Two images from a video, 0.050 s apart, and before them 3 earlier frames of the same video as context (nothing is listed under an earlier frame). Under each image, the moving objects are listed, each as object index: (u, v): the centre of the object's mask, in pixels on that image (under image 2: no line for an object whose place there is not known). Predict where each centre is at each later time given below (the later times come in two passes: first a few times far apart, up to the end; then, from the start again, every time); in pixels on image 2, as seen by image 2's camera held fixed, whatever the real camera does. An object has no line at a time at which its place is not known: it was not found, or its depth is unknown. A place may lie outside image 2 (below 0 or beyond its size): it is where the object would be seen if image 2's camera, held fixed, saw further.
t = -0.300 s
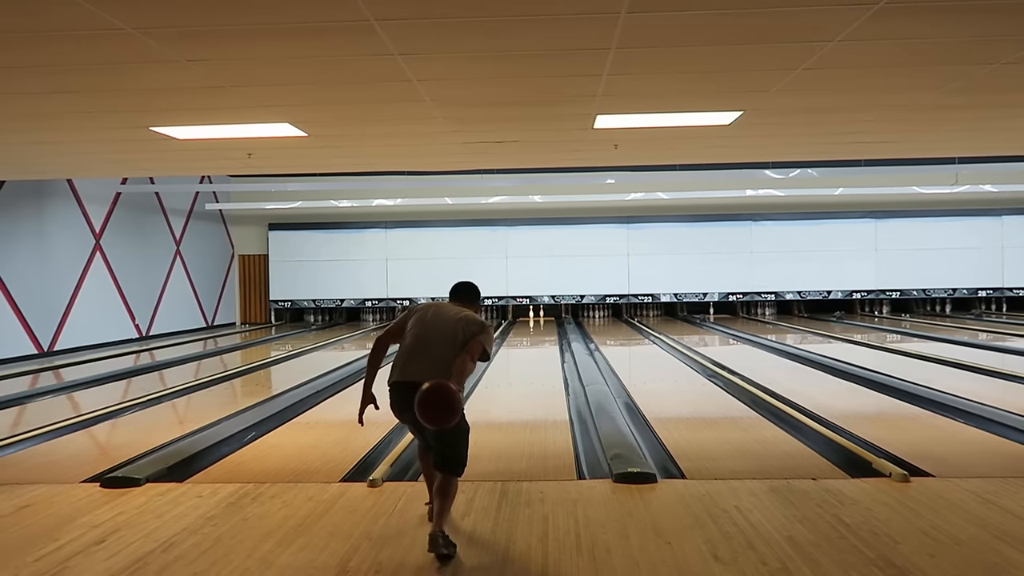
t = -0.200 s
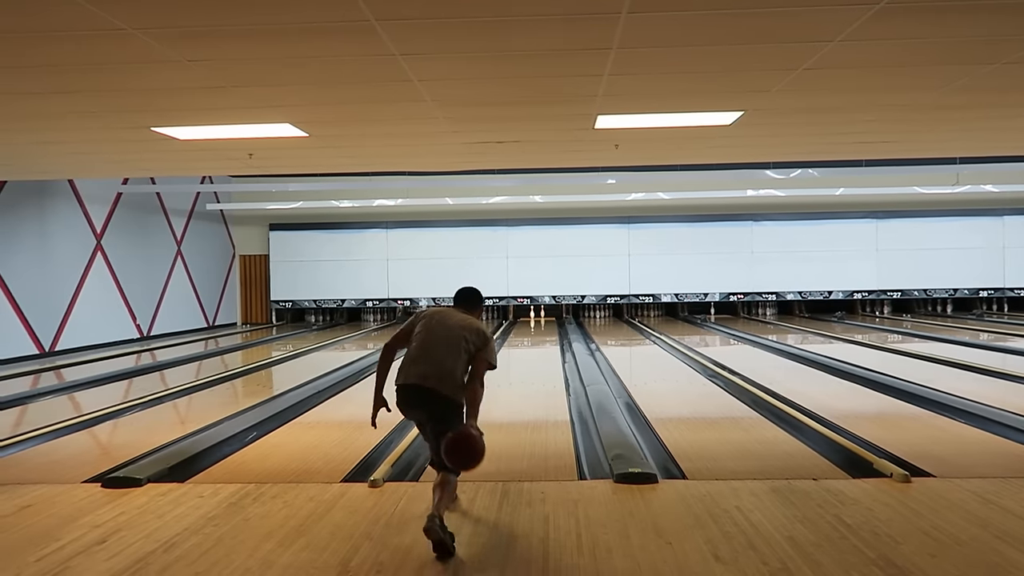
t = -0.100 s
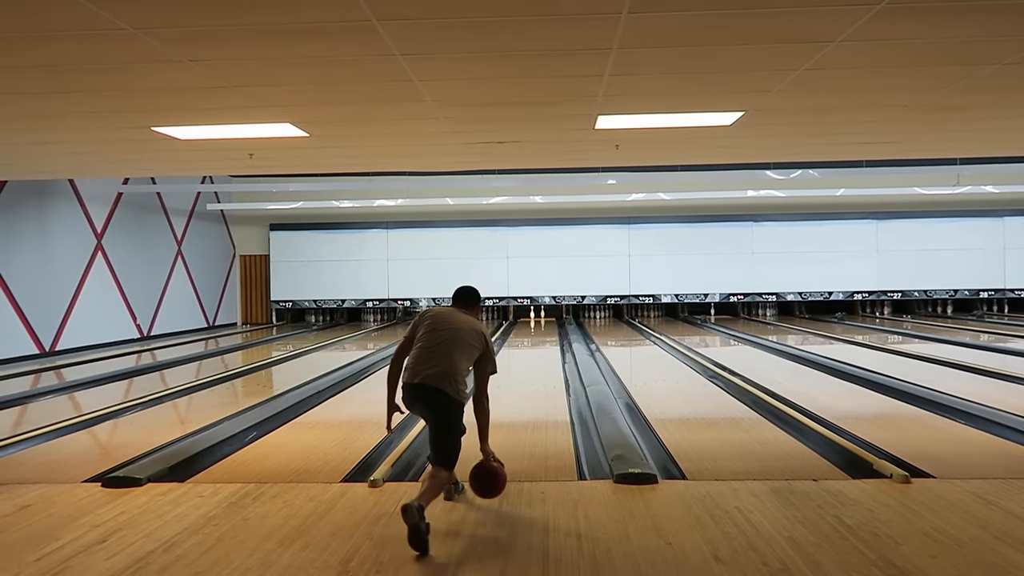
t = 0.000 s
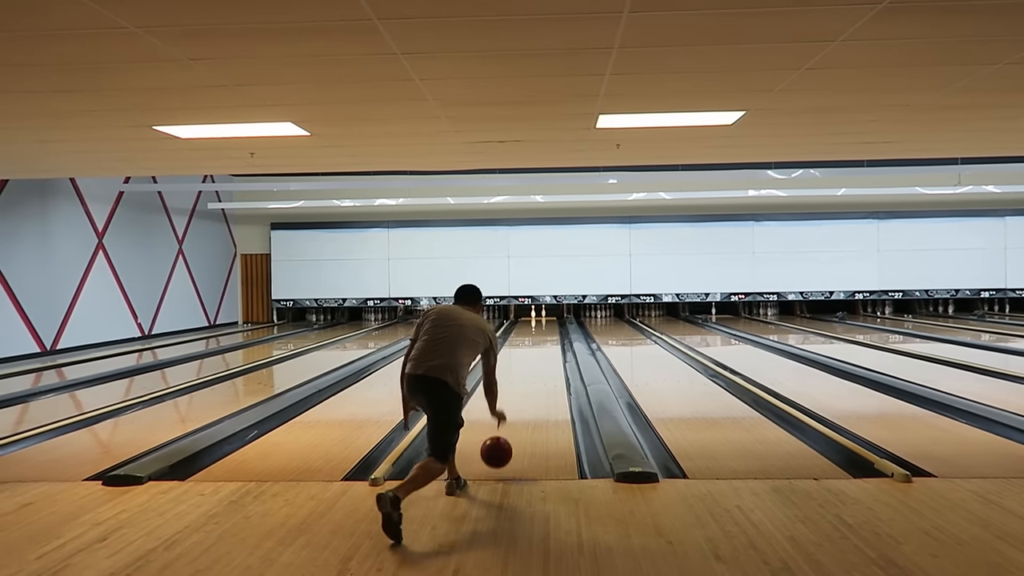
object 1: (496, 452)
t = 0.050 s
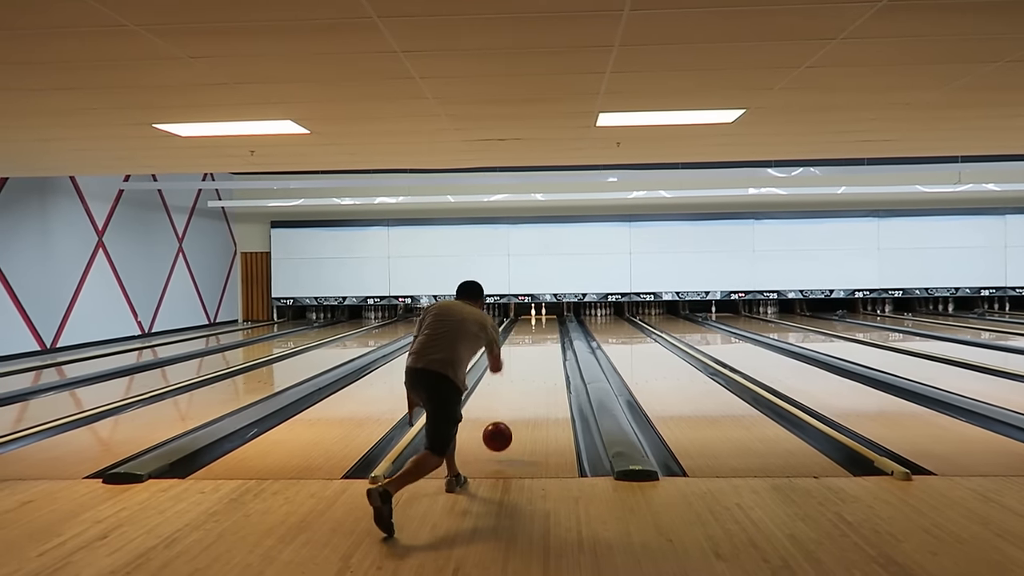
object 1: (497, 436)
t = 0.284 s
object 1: (500, 401)
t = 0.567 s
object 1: (502, 371)
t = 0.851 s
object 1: (503, 352)
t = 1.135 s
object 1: (503, 340)
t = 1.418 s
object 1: (502, 333)
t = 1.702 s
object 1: (506, 327)
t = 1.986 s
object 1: (512, 321)
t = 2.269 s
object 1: (517, 318)
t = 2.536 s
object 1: (522, 315)
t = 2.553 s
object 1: (522, 315)
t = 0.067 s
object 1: (497, 433)
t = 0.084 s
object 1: (497, 430)
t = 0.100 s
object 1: (498, 428)
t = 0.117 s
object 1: (498, 426)
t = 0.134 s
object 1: (498, 424)
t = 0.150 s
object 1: (498, 423)
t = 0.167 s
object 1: (499, 420)
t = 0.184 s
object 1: (499, 416)
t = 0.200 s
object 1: (499, 413)
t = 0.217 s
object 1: (499, 411)
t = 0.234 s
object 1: (499, 409)
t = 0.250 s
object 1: (500, 406)
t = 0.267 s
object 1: (500, 404)
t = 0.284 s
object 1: (500, 401)
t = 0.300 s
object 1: (500, 399)
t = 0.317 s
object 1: (500, 397)
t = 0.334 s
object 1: (500, 395)
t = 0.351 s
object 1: (501, 393)
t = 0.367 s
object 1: (501, 391)
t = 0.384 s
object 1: (501, 389)
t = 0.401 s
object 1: (501, 387)
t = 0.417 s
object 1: (501, 385)
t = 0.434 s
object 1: (501, 383)
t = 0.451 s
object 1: (501, 382)
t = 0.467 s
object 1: (501, 380)
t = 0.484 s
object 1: (501, 378)
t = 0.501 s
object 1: (501, 377)
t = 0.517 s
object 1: (501, 375)
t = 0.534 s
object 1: (501, 374)
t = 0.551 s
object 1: (502, 373)
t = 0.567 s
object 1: (502, 371)
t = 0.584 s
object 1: (500, 371)
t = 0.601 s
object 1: (497, 371)
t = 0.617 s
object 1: (506, 366)
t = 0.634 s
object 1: (503, 366)
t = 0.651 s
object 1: (502, 365)
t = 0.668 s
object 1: (502, 363)
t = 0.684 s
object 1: (502, 362)
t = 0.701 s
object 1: (502, 361)
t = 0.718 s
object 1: (502, 360)
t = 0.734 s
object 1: (502, 359)
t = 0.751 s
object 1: (502, 358)
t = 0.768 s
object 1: (502, 357)
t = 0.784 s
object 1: (502, 356)
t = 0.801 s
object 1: (502, 355)
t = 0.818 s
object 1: (502, 354)
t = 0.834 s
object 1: (502, 353)
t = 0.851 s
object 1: (503, 352)
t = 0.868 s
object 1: (503, 352)
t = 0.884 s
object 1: (502, 351)
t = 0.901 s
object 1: (503, 350)
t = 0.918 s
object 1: (503, 349)
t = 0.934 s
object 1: (503, 348)
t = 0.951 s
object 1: (503, 347)
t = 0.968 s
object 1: (503, 347)
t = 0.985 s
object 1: (502, 346)
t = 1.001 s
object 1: (503, 345)
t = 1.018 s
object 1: (503, 344)
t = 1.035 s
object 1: (502, 344)
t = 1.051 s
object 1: (502, 343)
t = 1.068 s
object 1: (503, 342)
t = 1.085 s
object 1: (503, 342)
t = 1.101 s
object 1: (503, 341)
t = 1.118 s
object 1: (503, 340)
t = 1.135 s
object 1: (503, 340)
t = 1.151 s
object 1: (502, 339)
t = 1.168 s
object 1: (502, 338)
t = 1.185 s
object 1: (503, 338)
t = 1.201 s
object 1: (503, 337)
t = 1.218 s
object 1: (503, 337)
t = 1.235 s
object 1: (503, 336)
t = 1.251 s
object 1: (503, 336)
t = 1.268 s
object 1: (503, 336)
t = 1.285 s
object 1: (503, 335)
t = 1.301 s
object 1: (503, 335)
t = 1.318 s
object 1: (502, 335)
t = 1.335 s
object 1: (502, 335)
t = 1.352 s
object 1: (502, 335)
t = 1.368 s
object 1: (502, 335)
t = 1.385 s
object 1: (502, 335)
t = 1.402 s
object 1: (502, 334)
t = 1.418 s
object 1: (502, 333)
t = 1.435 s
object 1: (502, 332)
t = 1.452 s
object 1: (503, 332)
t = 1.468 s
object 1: (503, 331)
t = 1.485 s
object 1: (504, 330)
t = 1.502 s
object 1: (505, 330)
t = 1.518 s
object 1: (505, 330)
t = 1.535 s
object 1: (505, 330)
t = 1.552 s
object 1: (506, 329)
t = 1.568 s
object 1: (506, 329)
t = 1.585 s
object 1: (506, 329)
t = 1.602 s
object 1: (506, 329)
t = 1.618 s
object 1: (506, 329)
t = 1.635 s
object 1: (506, 329)
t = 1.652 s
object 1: (506, 328)
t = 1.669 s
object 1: (506, 327)
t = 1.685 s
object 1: (506, 327)
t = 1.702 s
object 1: (506, 327)
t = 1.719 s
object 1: (507, 326)
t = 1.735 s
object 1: (507, 325)
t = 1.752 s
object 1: (508, 325)
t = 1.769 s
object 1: (508, 325)
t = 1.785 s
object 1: (508, 325)
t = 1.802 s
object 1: (508, 325)
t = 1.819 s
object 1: (509, 324)
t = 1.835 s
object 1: (509, 324)
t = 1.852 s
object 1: (509, 324)
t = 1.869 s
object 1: (509, 323)
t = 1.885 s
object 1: (510, 323)
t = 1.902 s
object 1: (510, 323)
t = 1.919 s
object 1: (510, 323)
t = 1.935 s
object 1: (511, 322)
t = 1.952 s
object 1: (511, 322)
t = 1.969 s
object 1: (512, 322)
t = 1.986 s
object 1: (512, 321)
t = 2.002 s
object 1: (512, 322)
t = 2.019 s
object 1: (512, 321)
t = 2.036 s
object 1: (512, 322)
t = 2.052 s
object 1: (512, 321)
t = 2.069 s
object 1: (512, 321)
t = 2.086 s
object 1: (513, 321)
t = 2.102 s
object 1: (513, 320)
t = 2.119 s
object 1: (513, 320)
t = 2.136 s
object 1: (514, 320)
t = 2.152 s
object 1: (515, 319)
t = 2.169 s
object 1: (515, 319)
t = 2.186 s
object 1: (515, 319)
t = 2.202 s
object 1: (515, 319)
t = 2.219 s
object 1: (516, 318)
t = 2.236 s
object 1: (516, 318)
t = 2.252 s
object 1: (517, 318)
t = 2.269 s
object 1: (517, 318)
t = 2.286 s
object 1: (517, 318)
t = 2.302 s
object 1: (517, 318)
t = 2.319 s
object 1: (517, 318)
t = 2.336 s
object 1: (518, 318)
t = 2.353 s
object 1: (518, 317)
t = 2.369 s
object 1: (519, 317)
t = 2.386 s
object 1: (519, 317)
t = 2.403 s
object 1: (520, 316)
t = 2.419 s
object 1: (520, 316)
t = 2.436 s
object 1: (521, 315)
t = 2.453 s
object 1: (521, 315)
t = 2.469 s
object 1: (521, 315)
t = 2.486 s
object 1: (521, 315)
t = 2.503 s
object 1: (521, 315)
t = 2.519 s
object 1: (522, 315)
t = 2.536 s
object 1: (522, 315)
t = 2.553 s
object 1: (522, 315)
